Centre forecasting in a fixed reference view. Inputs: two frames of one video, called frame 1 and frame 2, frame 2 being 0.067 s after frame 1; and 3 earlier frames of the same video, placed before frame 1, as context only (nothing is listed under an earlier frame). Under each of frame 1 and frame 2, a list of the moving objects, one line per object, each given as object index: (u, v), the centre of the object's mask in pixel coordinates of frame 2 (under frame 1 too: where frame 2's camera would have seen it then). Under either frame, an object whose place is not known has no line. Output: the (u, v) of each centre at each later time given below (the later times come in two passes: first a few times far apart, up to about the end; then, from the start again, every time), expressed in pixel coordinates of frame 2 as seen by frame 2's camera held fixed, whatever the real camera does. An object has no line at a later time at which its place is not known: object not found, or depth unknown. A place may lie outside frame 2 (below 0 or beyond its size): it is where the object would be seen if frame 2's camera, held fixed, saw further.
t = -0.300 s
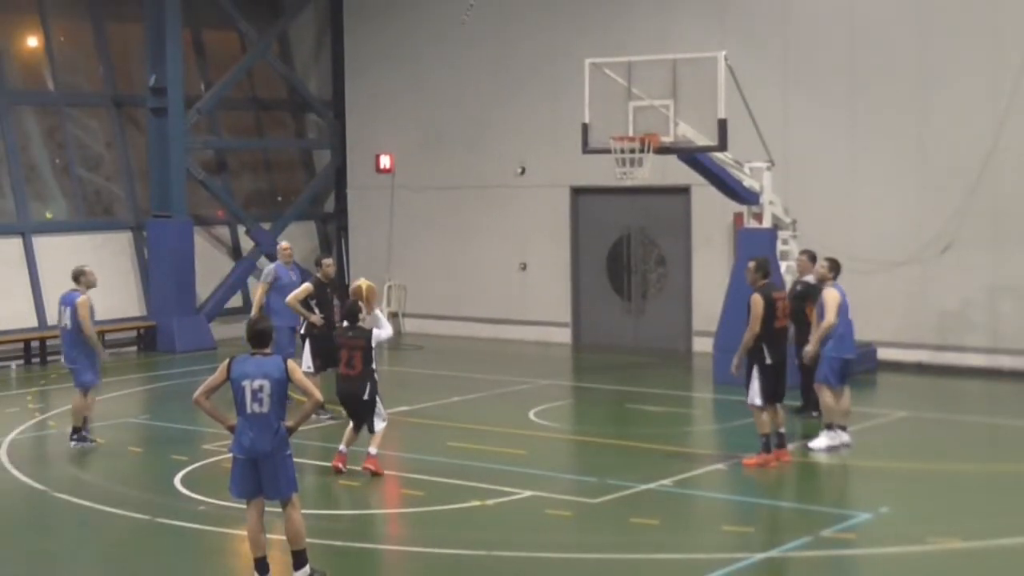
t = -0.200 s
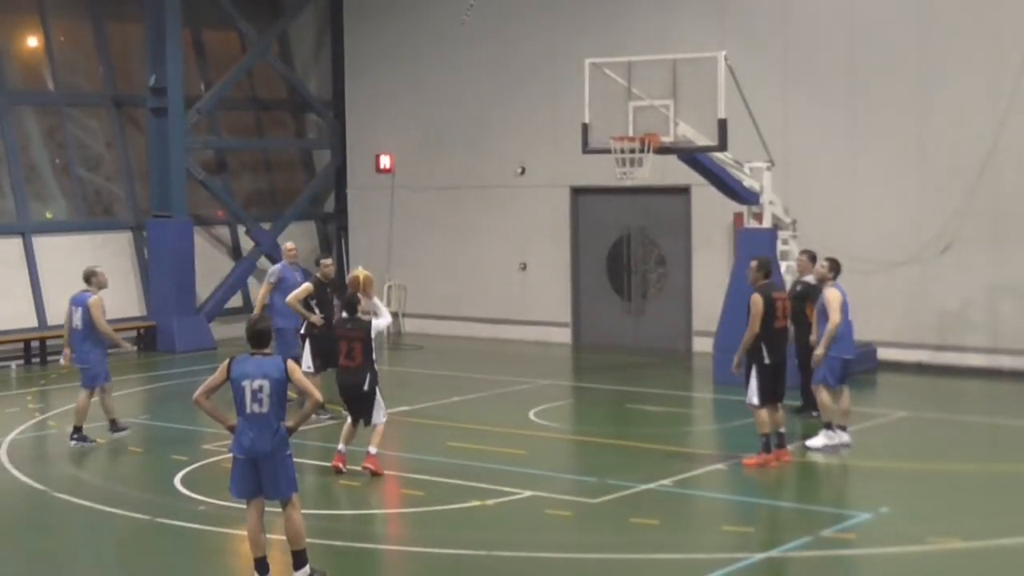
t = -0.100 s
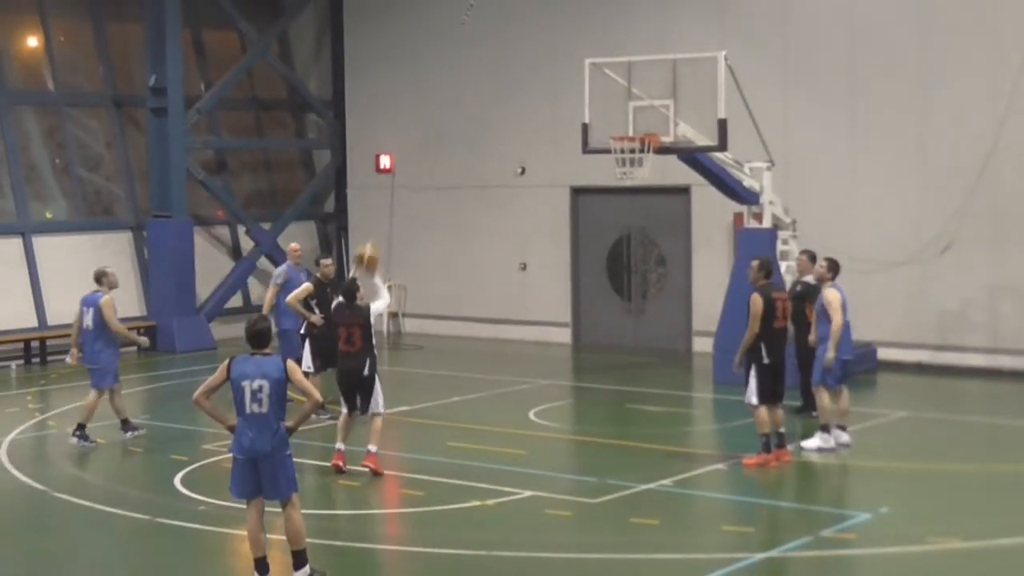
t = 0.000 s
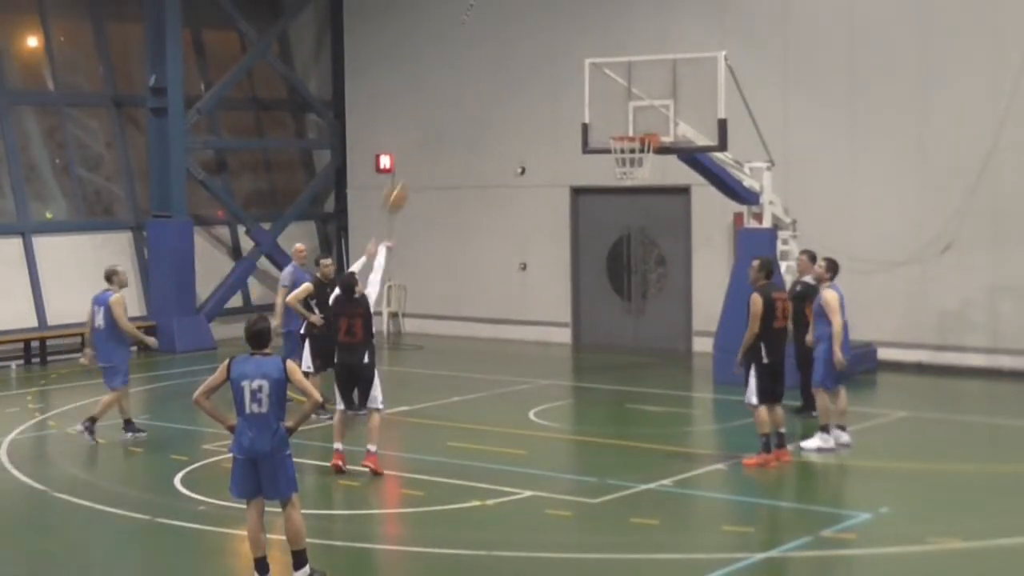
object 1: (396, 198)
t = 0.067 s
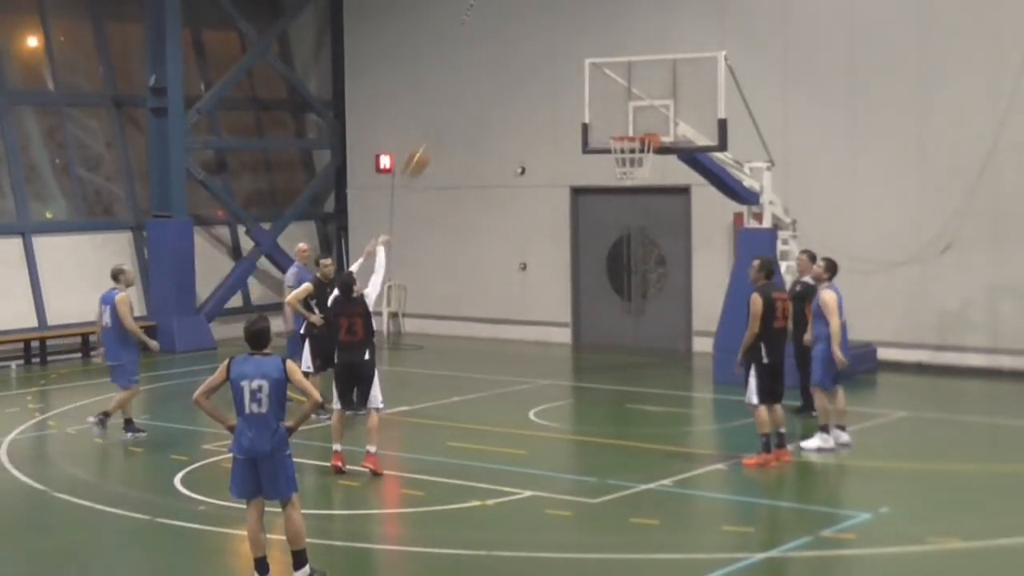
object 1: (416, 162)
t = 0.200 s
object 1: (456, 109)
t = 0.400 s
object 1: (512, 64)
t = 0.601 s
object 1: (564, 61)
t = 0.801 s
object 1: (611, 95)
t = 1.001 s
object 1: (638, 134)
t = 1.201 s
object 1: (619, 124)
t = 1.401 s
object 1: (620, 135)
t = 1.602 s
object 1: (622, 182)
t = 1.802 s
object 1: (623, 269)
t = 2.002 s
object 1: (625, 396)
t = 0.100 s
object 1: (426, 146)
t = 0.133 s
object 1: (437, 130)
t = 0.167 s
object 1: (447, 118)
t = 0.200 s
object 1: (456, 109)
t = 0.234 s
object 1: (466, 97)
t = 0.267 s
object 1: (475, 89)
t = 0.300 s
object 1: (485, 81)
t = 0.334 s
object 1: (495, 74)
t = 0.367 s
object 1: (504, 68)
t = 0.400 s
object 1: (512, 64)
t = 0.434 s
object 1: (521, 61)
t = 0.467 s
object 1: (529, 59)
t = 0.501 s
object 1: (539, 59)
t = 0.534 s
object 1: (549, 58)
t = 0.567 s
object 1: (556, 59)
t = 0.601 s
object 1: (564, 61)
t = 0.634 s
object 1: (572, 64)
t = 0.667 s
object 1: (580, 69)
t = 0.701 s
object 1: (588, 75)
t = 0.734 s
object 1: (596, 80)
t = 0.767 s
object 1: (604, 88)
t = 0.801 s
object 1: (611, 95)
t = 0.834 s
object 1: (619, 105)
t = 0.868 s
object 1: (628, 115)
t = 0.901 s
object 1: (634, 124)
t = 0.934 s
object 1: (639, 128)
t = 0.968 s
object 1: (640, 130)
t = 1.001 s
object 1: (638, 134)
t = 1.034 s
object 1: (632, 132)
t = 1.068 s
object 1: (626, 133)
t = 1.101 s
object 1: (621, 131)
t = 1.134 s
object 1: (619, 128)
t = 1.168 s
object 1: (619, 126)
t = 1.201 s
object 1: (619, 124)
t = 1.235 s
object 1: (618, 124)
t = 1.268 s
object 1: (619, 124)
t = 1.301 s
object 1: (619, 125)
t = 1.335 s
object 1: (619, 128)
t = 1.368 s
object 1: (621, 131)
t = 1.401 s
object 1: (620, 135)
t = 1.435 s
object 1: (620, 140)
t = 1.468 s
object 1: (620, 146)
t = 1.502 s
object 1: (620, 153)
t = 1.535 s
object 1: (621, 164)
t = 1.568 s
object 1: (621, 172)
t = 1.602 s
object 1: (622, 182)
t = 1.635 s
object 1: (622, 195)
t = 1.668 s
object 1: (623, 206)
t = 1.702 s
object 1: (623, 219)
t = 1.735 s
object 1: (623, 236)
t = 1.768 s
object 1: (624, 254)
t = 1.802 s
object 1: (623, 269)
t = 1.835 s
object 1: (624, 289)
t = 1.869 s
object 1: (624, 306)
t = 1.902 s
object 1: (625, 329)
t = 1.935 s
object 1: (625, 351)
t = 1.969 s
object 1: (625, 370)
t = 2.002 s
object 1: (625, 396)
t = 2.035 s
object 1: (626, 423)
